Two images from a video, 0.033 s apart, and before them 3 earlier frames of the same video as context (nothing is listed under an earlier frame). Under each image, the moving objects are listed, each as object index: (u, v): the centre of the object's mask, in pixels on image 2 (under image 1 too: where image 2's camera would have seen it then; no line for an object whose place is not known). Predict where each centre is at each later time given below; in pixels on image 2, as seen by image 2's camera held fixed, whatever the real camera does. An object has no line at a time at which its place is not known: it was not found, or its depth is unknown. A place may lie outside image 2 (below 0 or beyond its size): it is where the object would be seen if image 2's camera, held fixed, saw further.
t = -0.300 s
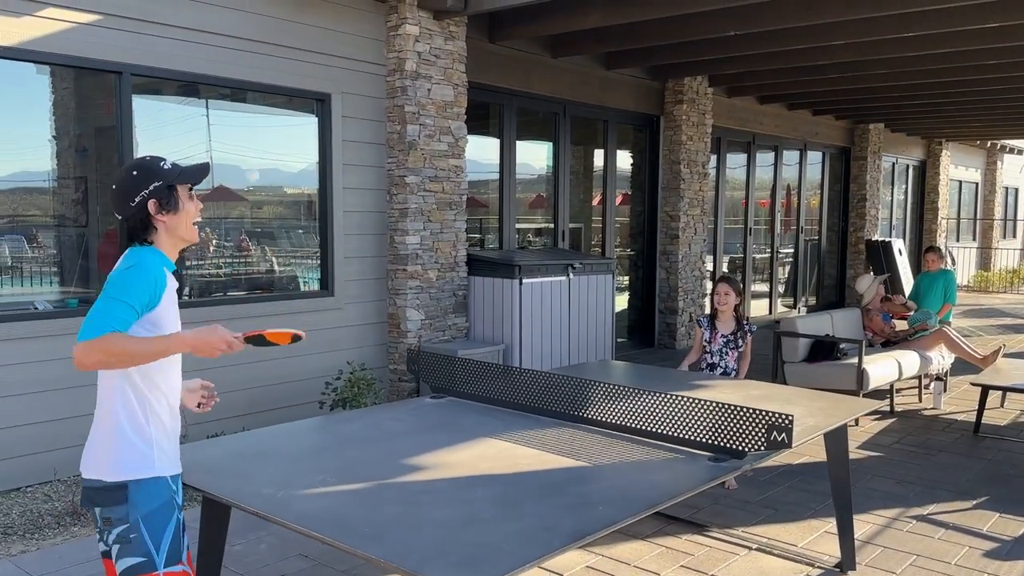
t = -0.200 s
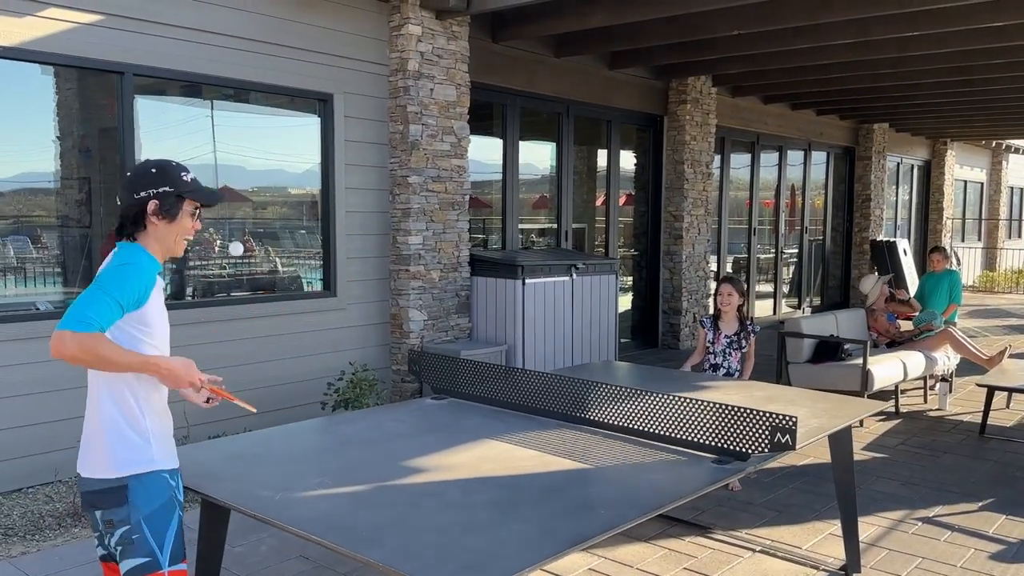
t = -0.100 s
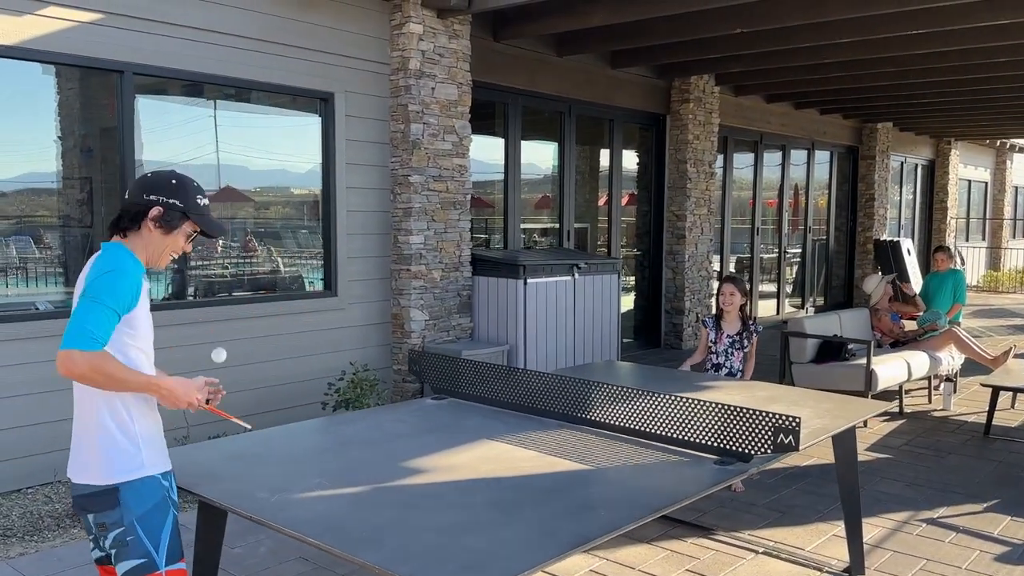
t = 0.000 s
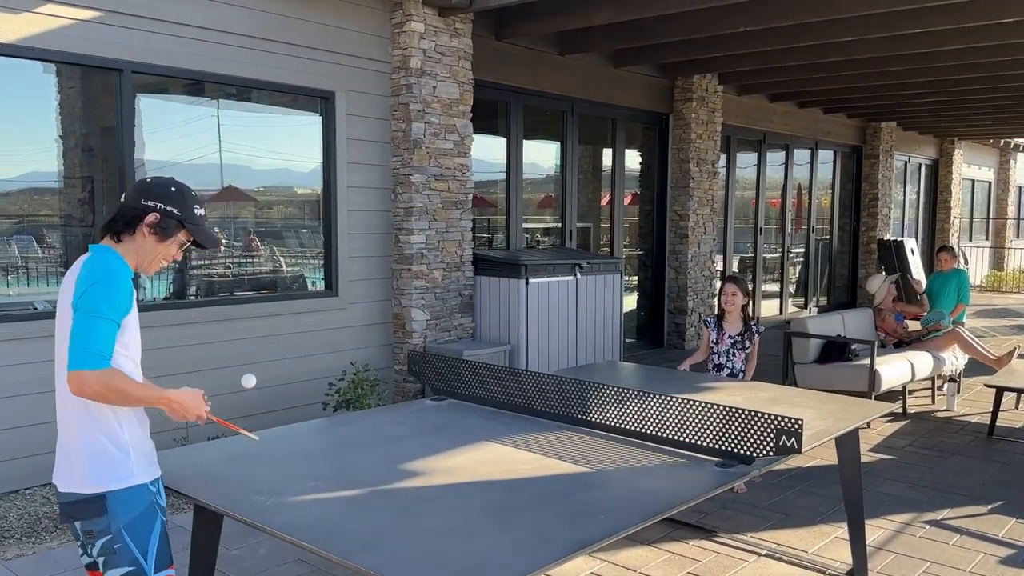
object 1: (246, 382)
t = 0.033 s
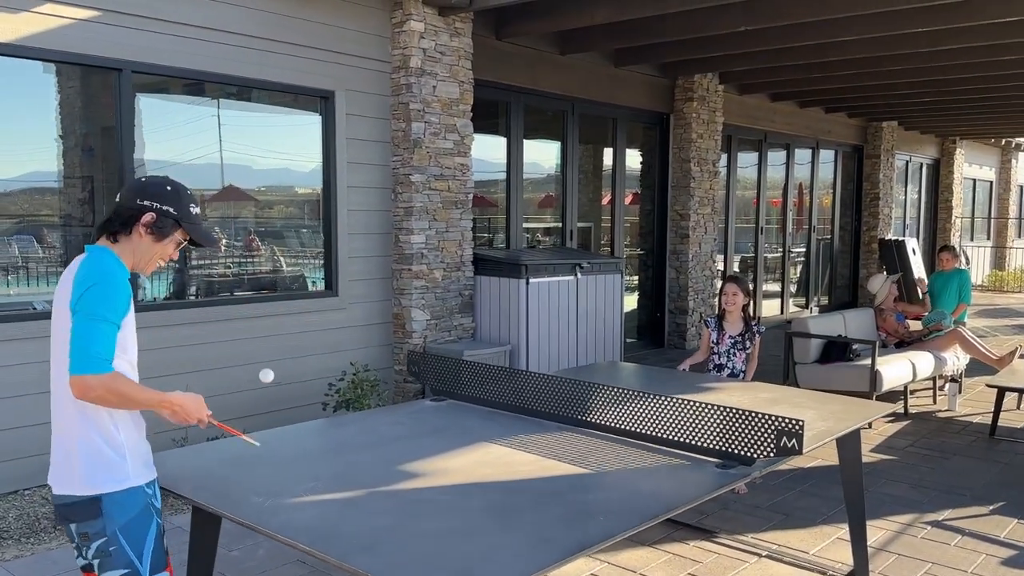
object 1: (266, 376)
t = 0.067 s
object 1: (285, 374)
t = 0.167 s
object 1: (338, 390)
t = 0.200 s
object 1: (354, 402)
